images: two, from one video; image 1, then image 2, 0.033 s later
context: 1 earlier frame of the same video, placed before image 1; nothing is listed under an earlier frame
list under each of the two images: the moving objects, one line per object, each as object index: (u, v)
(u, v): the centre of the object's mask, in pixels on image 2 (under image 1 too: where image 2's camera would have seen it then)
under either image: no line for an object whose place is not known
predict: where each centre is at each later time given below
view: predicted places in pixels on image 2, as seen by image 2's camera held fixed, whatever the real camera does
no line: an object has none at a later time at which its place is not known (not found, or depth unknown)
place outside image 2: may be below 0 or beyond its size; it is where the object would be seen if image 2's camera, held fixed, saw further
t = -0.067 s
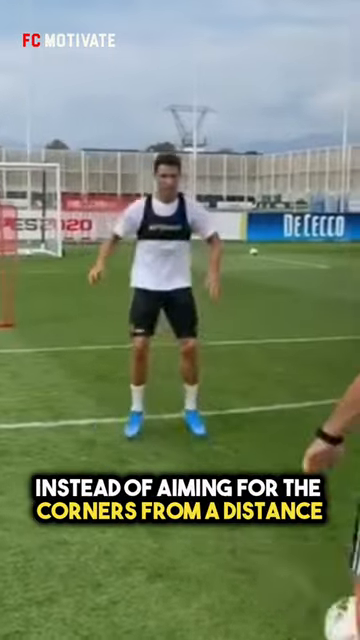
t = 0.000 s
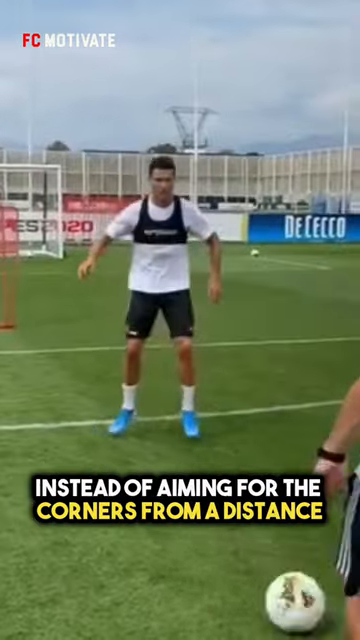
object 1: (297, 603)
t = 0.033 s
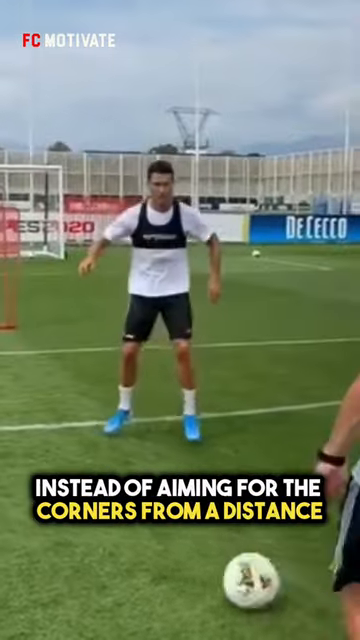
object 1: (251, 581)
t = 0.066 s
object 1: (211, 561)
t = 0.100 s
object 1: (176, 546)
